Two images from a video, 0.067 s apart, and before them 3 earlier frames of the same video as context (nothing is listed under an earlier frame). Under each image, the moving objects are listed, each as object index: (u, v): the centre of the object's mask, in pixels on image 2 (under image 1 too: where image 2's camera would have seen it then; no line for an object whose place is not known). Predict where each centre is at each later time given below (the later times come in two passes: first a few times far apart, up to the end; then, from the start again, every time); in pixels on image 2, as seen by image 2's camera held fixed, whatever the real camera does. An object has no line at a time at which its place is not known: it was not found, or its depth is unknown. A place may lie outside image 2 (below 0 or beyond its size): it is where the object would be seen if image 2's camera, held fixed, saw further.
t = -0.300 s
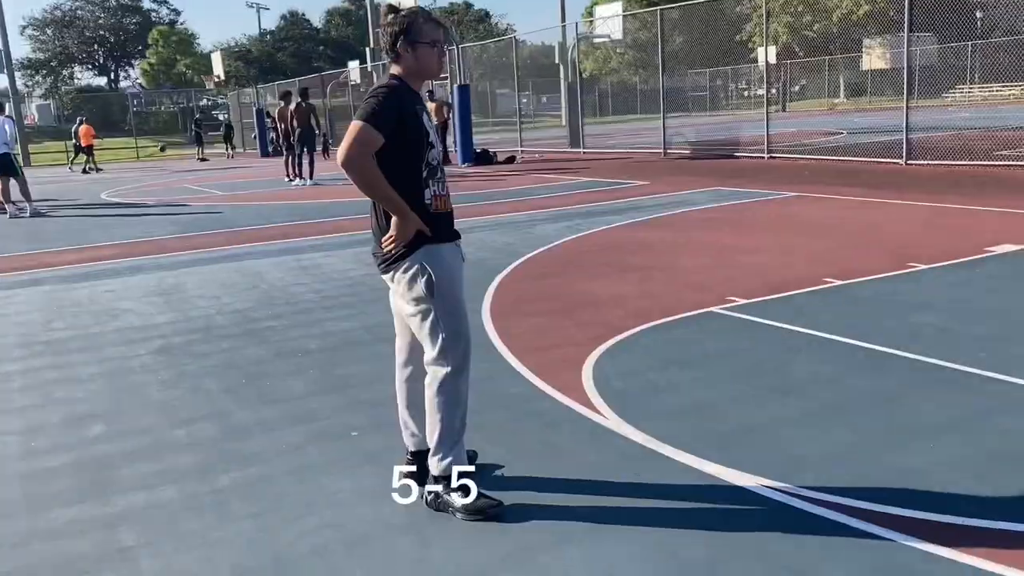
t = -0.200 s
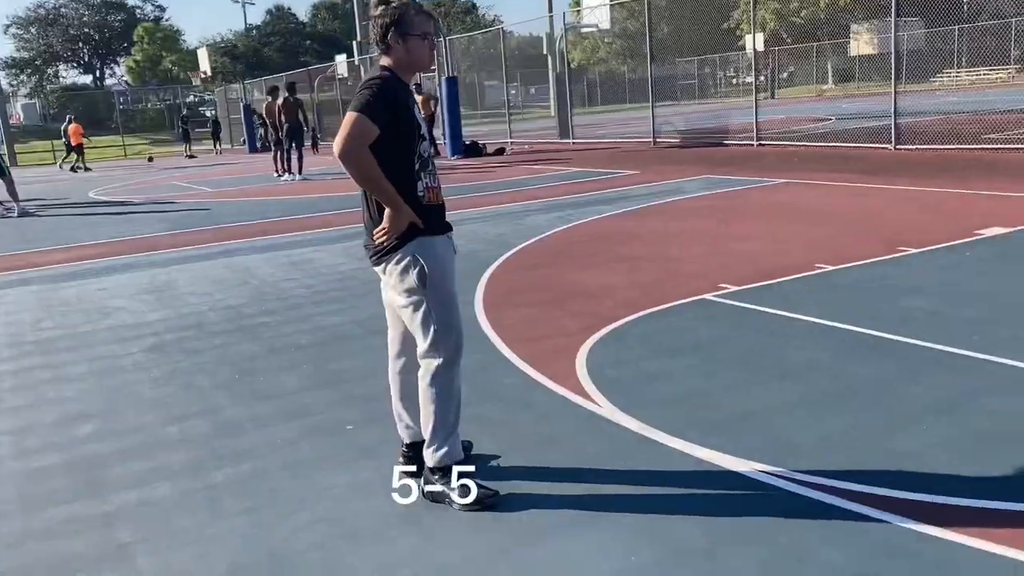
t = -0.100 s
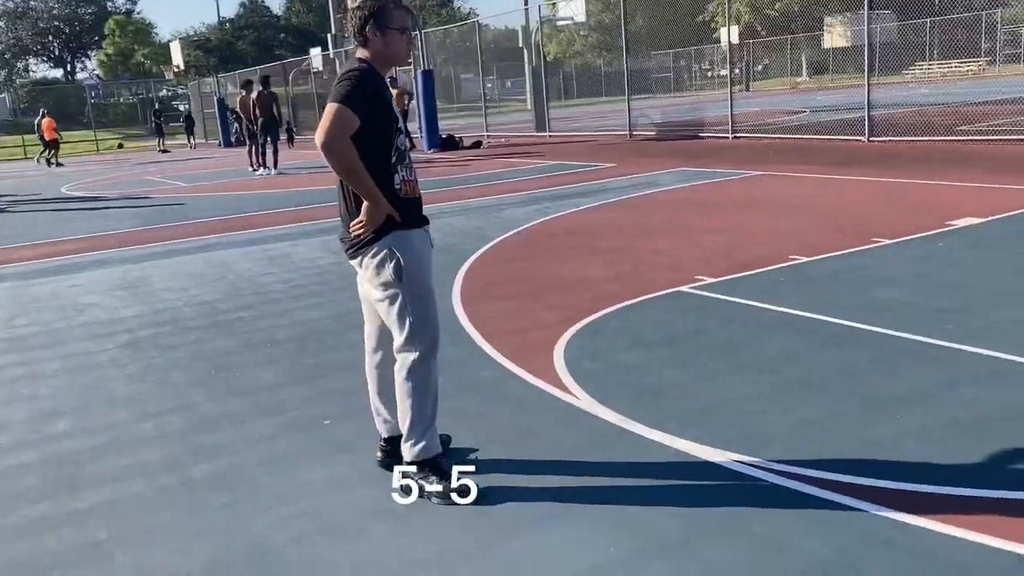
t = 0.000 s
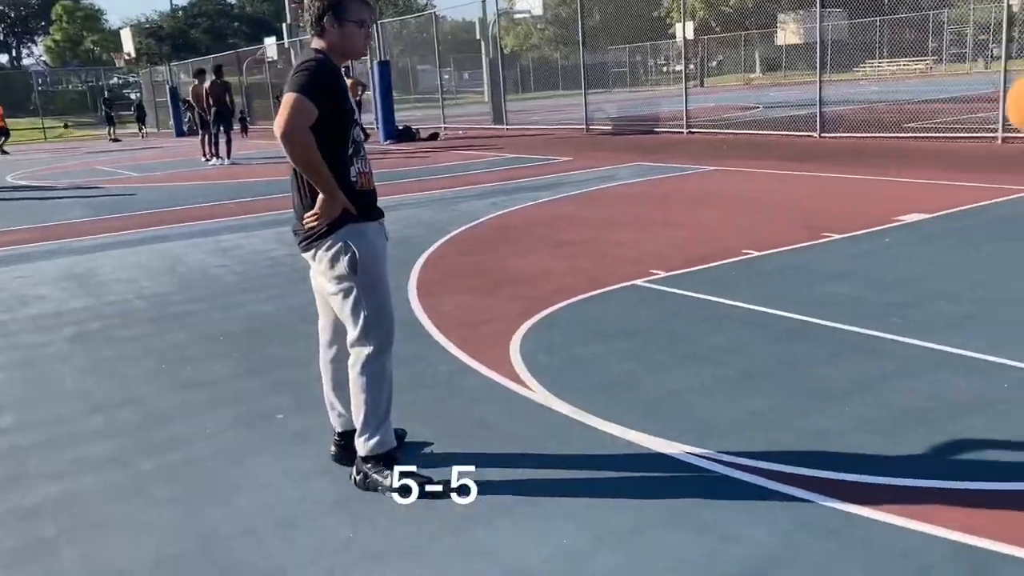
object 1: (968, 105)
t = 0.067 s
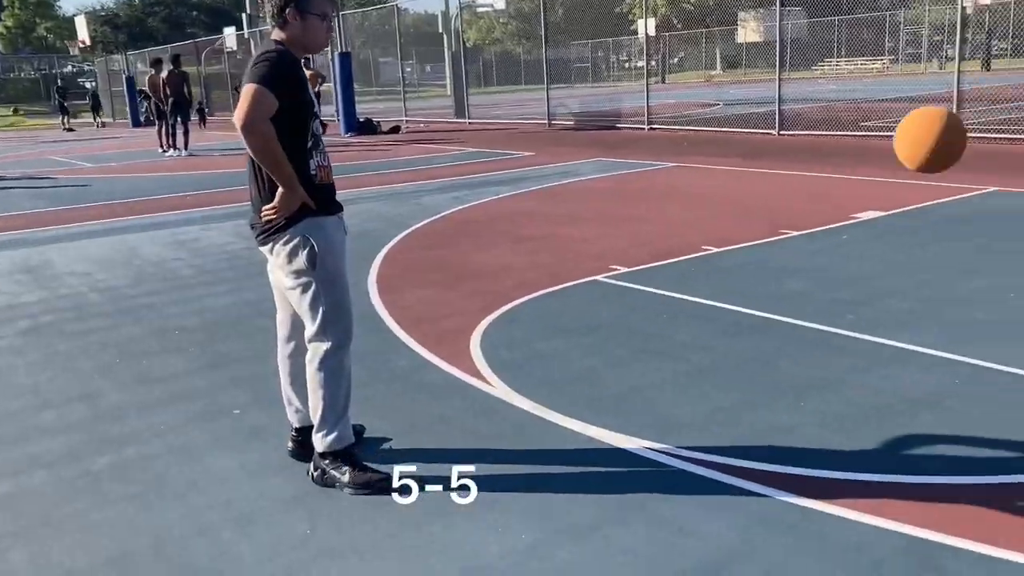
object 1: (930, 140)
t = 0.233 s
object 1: (772, 274)
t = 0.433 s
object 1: (606, 339)
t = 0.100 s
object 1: (898, 162)
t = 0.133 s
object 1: (866, 186)
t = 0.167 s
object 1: (833, 213)
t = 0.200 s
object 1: (802, 242)
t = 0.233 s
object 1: (772, 274)
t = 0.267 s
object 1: (744, 307)
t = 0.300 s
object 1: (717, 342)
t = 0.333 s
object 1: (690, 378)
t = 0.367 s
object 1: (663, 396)
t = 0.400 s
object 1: (634, 366)
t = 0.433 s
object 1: (606, 339)
